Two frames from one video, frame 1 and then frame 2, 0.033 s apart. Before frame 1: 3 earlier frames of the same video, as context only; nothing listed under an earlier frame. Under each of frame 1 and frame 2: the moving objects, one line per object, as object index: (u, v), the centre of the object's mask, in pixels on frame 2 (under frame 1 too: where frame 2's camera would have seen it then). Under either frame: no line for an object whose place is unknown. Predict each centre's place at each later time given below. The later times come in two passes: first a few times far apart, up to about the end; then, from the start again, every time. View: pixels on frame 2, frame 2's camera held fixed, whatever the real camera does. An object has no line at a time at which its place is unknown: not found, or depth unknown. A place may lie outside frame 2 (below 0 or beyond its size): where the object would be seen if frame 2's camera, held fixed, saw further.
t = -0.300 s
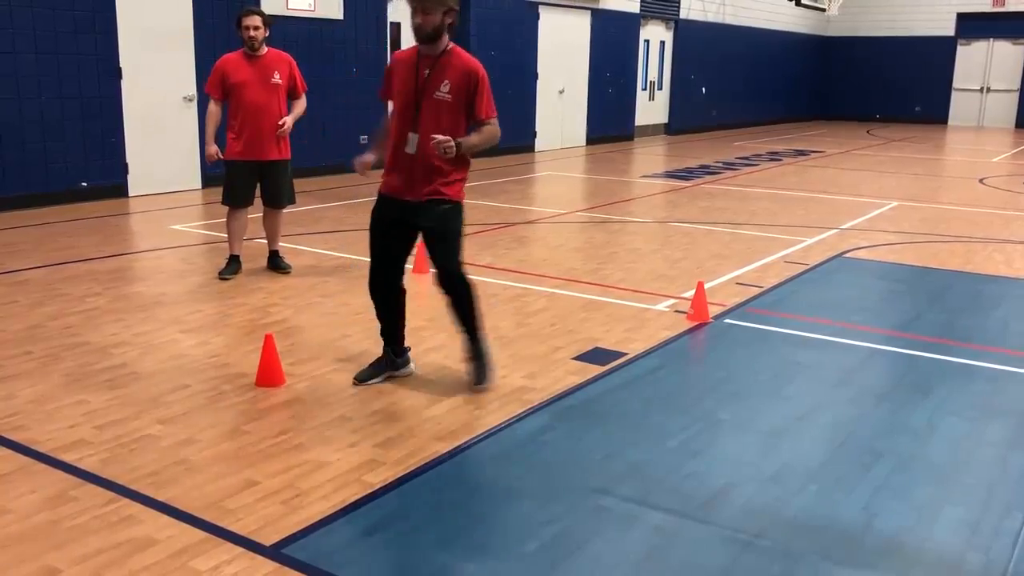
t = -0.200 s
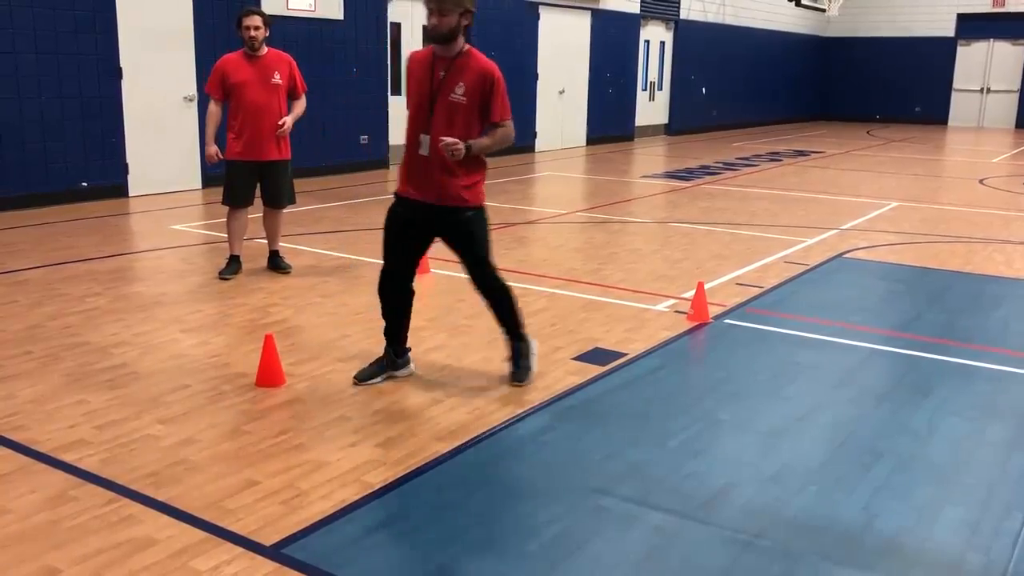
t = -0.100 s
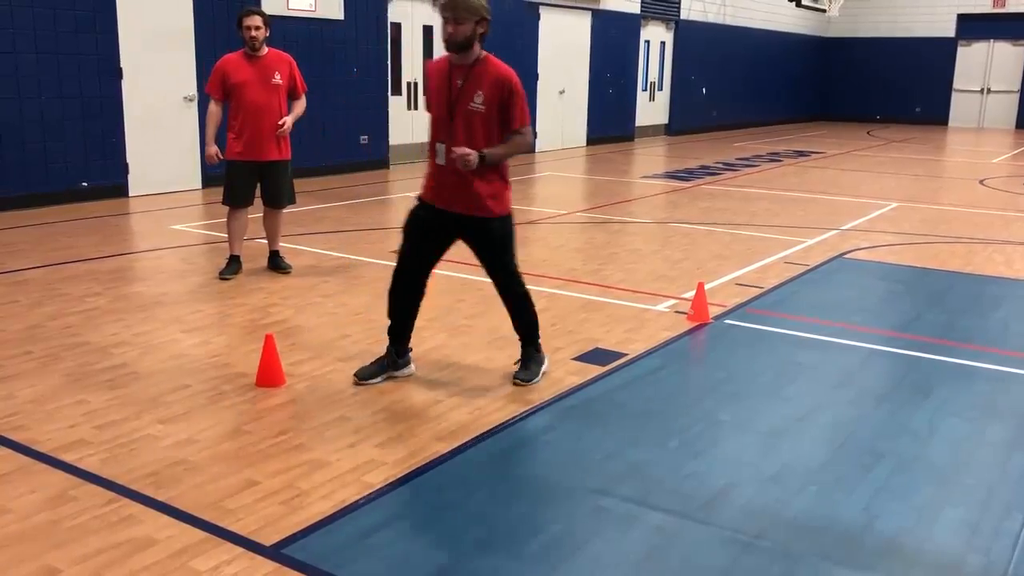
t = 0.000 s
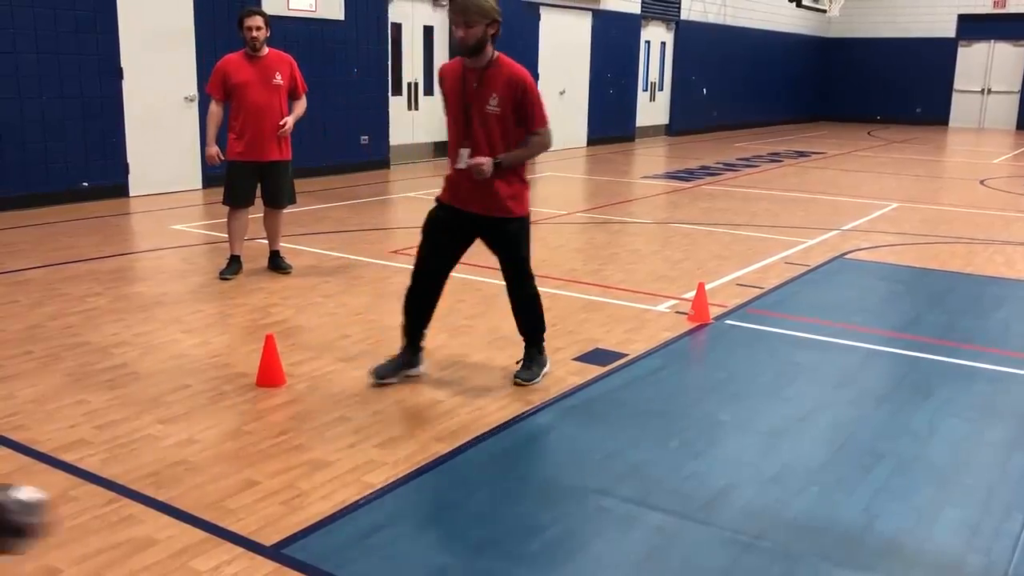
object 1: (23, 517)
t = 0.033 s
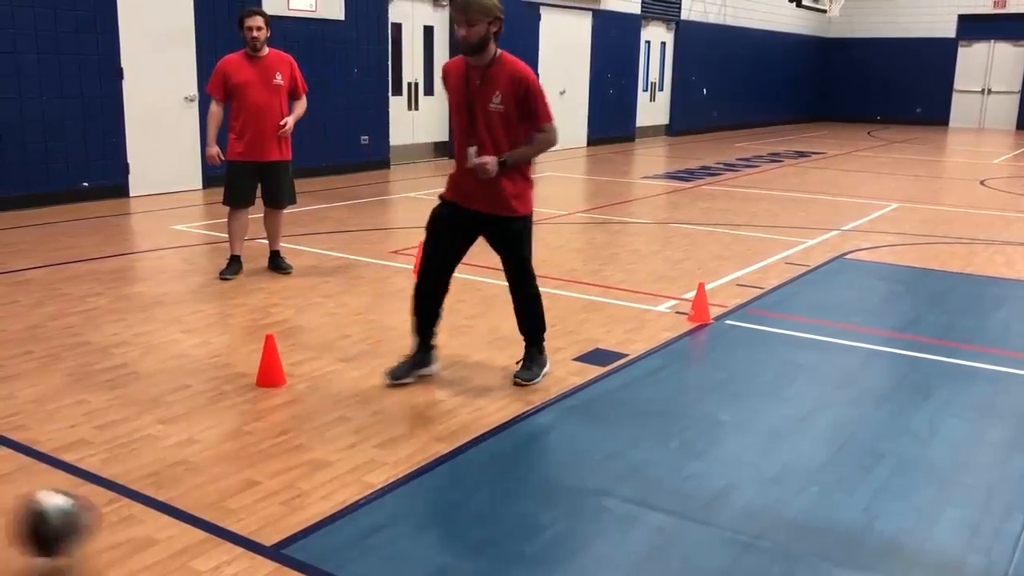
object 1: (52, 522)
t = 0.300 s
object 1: (187, 451)
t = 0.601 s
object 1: (296, 436)
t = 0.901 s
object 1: (384, 425)
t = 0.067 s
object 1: (93, 528)
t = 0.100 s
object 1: (106, 505)
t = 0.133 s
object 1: (121, 487)
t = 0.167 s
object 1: (135, 473)
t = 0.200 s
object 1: (148, 462)
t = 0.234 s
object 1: (161, 455)
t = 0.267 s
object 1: (174, 452)
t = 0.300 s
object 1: (187, 451)
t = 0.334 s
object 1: (200, 453)
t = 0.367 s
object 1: (212, 459)
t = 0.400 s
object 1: (224, 467)
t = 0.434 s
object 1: (235, 478)
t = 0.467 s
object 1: (249, 459)
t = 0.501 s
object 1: (261, 449)
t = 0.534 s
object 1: (273, 441)
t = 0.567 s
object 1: (285, 437)
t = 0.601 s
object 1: (296, 436)
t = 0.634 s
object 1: (307, 437)
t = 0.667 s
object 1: (318, 443)
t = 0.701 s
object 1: (328, 443)
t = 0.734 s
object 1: (338, 432)
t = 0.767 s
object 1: (347, 424)
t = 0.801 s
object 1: (356, 421)
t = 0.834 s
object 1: (366, 420)
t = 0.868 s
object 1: (374, 421)
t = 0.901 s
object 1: (384, 425)
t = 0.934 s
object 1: (393, 415)
